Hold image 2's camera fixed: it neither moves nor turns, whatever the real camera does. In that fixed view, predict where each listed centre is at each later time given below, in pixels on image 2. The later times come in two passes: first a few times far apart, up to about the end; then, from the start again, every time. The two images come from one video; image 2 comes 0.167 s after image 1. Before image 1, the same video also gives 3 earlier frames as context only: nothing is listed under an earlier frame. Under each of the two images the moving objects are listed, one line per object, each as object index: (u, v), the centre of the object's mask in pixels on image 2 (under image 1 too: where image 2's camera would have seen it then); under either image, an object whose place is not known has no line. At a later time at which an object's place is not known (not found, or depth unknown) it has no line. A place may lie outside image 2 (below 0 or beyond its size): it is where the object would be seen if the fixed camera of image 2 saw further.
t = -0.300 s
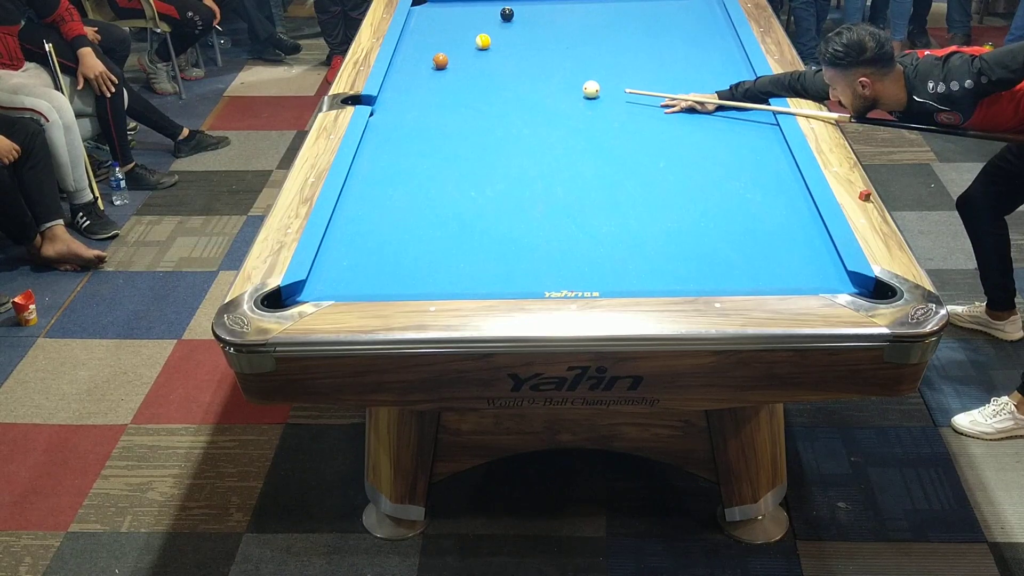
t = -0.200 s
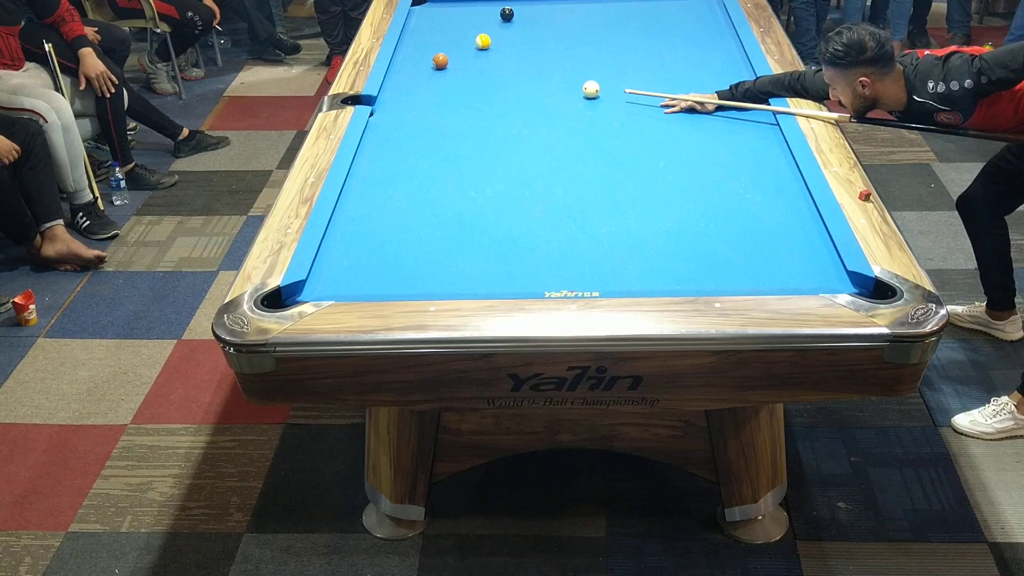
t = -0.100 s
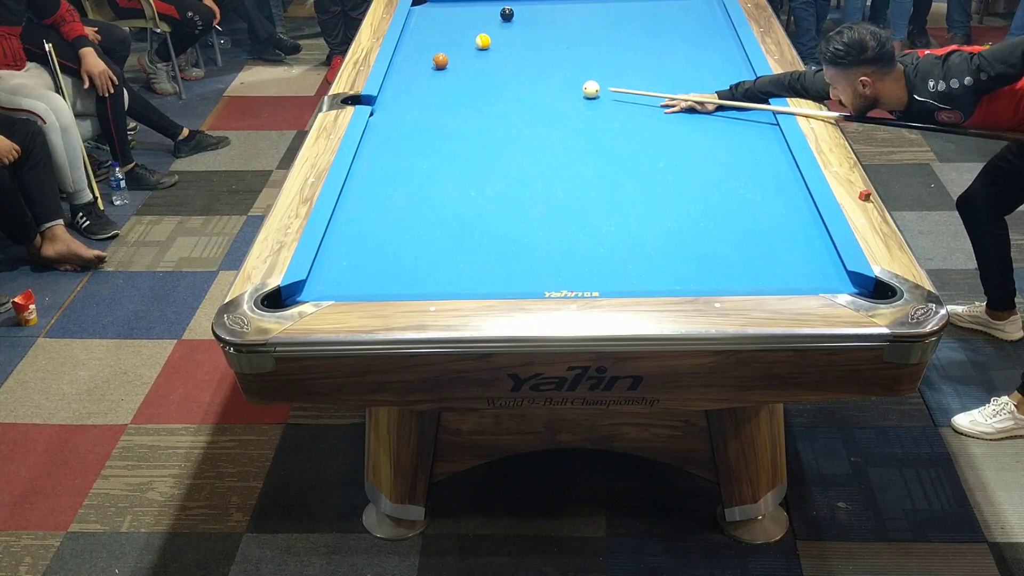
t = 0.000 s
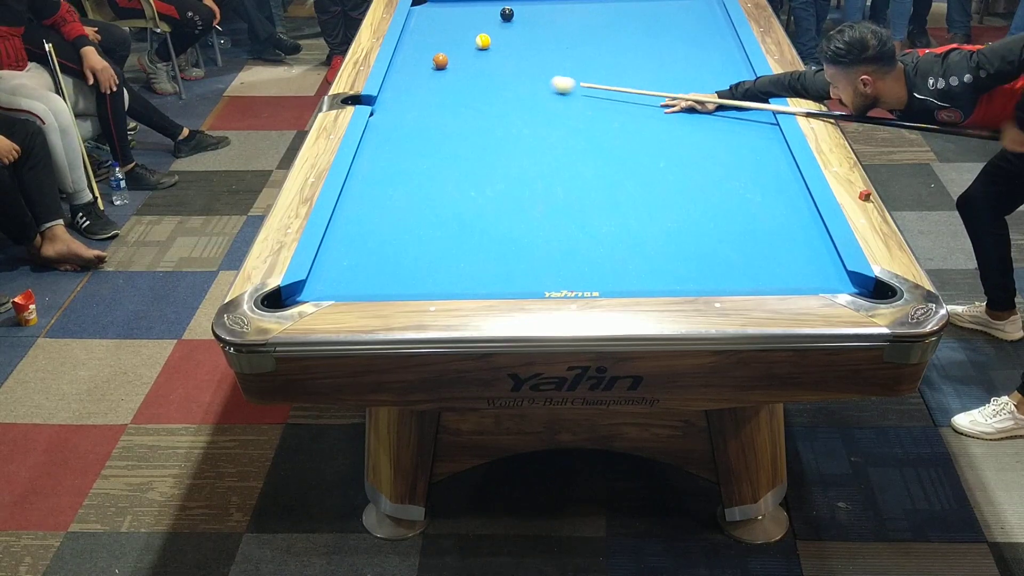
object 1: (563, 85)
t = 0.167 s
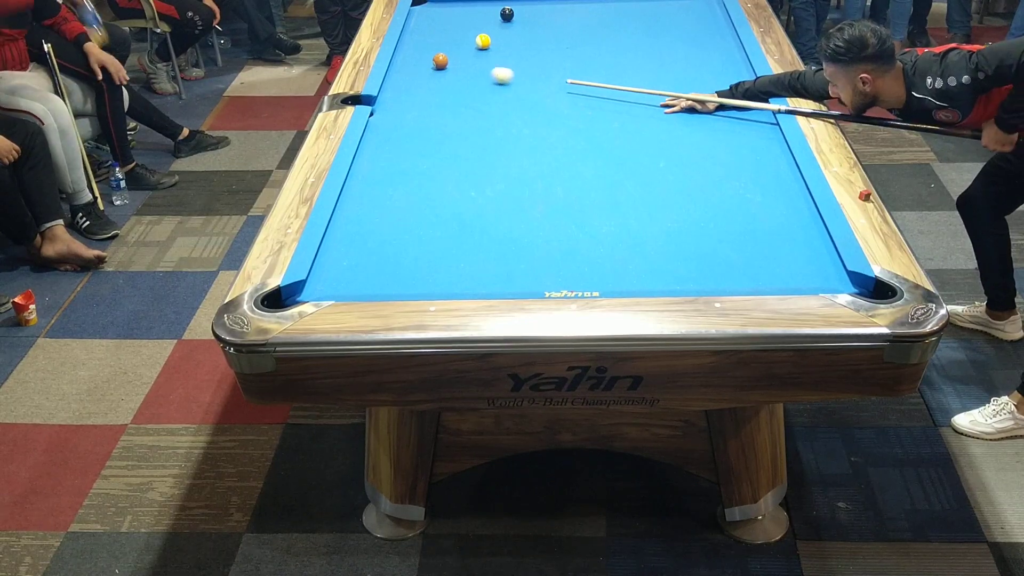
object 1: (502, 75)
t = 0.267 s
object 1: (468, 70)
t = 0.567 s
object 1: (410, 66)
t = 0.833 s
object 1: (457, 63)
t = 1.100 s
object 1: (501, 61)
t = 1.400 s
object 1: (549, 59)
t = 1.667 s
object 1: (589, 56)
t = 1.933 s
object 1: (627, 54)
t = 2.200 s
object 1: (664, 52)
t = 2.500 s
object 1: (702, 49)
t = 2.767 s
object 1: (734, 47)
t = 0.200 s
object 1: (491, 74)
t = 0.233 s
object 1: (479, 72)
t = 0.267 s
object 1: (468, 70)
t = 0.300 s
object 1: (457, 68)
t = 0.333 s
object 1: (447, 67)
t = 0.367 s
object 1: (435, 66)
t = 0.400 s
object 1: (425, 66)
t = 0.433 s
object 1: (415, 66)
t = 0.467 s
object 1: (404, 66)
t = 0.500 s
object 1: (397, 66)
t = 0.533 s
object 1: (403, 66)
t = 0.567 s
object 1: (410, 66)
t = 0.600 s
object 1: (416, 65)
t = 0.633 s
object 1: (422, 65)
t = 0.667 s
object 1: (428, 65)
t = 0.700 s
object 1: (434, 65)
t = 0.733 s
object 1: (440, 64)
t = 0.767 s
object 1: (445, 64)
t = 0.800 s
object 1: (451, 64)
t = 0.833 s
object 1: (457, 63)
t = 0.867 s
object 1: (462, 63)
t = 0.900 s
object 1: (468, 63)
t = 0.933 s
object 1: (474, 63)
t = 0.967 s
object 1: (479, 62)
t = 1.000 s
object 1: (485, 62)
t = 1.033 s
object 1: (490, 62)
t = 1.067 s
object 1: (496, 62)
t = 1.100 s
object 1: (501, 61)
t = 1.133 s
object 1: (507, 61)
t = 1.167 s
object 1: (512, 61)
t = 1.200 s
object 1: (517, 60)
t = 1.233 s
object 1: (523, 60)
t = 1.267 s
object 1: (528, 60)
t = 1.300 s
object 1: (533, 60)
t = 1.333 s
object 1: (538, 59)
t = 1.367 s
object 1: (544, 59)
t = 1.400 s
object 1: (549, 59)
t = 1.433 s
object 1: (554, 59)
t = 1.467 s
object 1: (559, 58)
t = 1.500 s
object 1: (564, 58)
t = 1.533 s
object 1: (569, 58)
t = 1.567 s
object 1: (574, 57)
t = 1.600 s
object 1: (579, 57)
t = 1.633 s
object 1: (584, 57)
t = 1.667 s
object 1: (589, 56)
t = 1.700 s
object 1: (594, 56)
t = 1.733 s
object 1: (598, 56)
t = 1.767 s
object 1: (603, 56)
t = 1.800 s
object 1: (608, 55)
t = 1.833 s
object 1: (613, 55)
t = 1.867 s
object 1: (618, 55)
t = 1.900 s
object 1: (622, 54)
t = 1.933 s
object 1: (627, 54)
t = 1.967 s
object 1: (632, 54)
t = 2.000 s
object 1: (636, 53)
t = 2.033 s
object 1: (641, 53)
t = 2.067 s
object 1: (645, 53)
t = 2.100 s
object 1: (650, 53)
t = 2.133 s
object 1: (654, 52)
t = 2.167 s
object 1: (659, 52)
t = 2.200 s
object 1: (664, 52)
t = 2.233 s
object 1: (668, 51)
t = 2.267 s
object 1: (672, 51)
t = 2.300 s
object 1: (676, 51)
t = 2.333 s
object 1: (681, 50)
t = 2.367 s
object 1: (685, 50)
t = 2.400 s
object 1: (689, 50)
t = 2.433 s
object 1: (694, 49)
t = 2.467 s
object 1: (698, 49)
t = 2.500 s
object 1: (702, 49)
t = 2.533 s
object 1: (706, 48)
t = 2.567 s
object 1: (711, 48)
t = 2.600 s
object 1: (715, 48)
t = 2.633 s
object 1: (719, 47)
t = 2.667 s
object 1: (723, 47)
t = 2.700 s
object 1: (727, 47)
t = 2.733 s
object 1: (731, 46)
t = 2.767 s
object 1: (734, 47)
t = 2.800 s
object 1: (733, 46)
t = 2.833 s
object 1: (730, 46)
